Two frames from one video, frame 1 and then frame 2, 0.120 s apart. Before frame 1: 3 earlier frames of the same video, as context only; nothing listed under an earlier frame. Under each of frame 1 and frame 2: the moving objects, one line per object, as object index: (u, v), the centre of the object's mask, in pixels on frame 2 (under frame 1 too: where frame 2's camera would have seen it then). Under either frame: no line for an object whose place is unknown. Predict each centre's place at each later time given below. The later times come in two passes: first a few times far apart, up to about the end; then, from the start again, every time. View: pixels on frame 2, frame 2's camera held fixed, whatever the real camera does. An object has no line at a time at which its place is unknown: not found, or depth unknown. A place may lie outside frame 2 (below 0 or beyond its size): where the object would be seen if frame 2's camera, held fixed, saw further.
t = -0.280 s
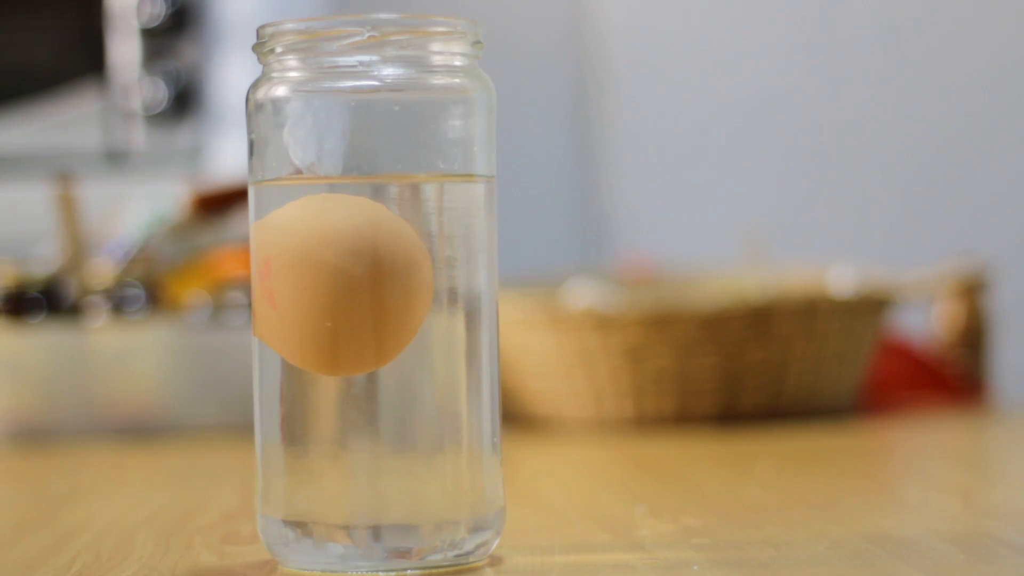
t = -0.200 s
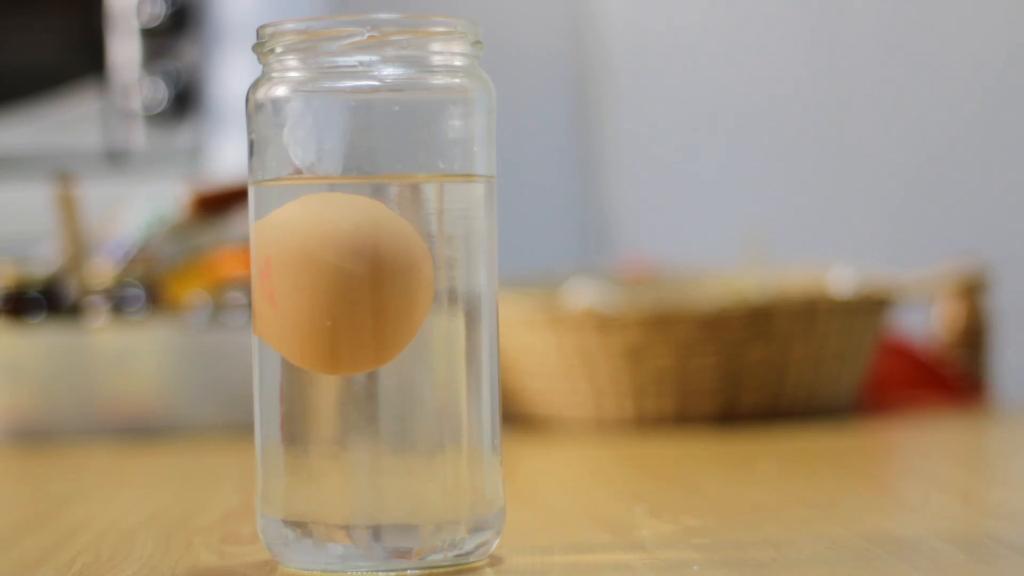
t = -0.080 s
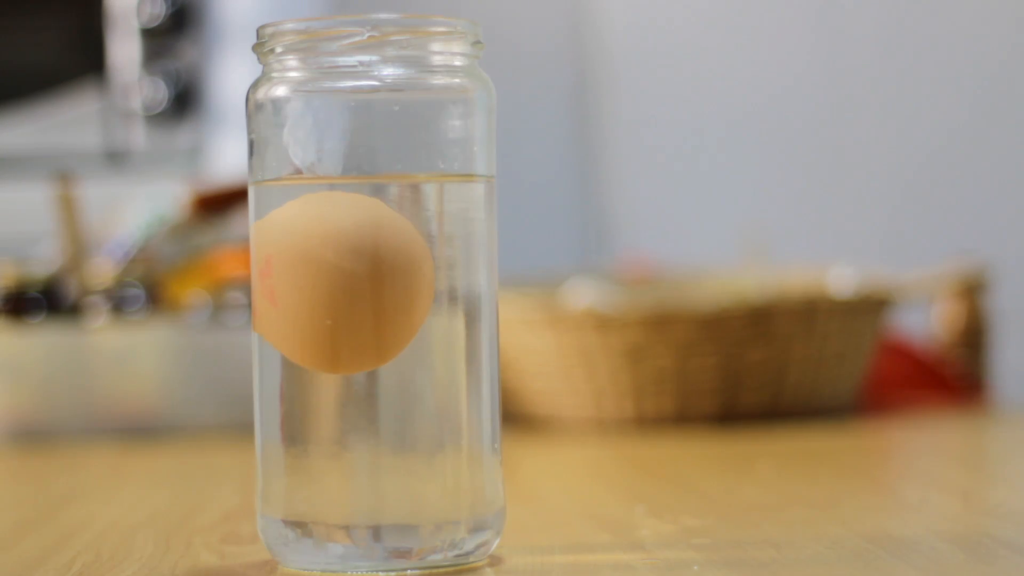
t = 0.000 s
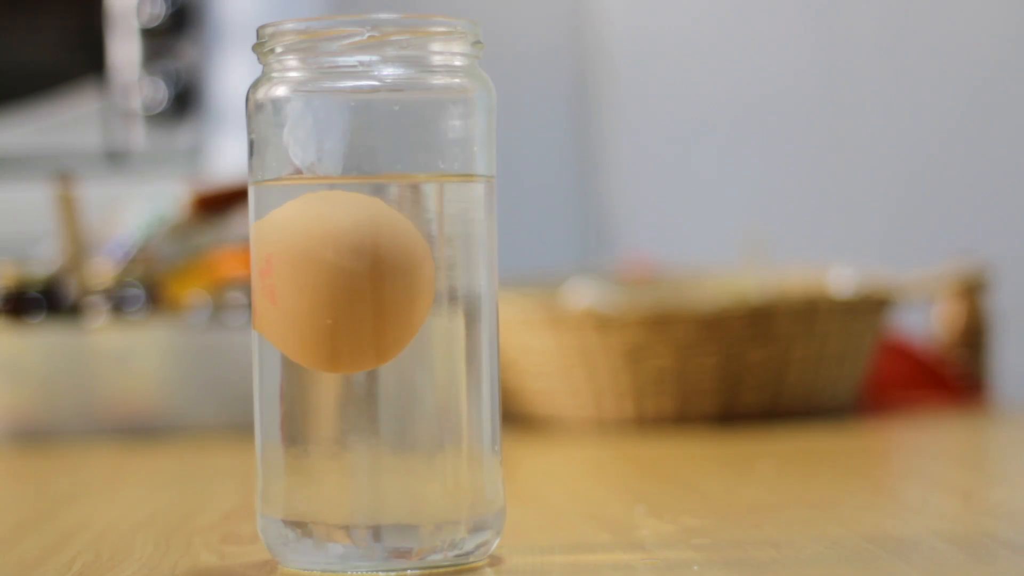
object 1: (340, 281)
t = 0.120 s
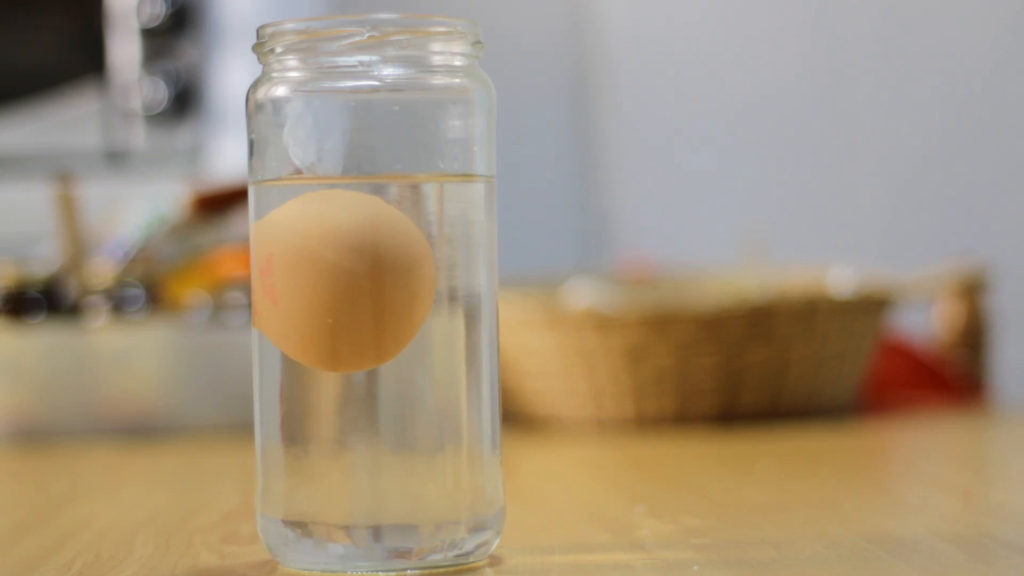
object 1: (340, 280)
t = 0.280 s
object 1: (341, 279)
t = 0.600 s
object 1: (344, 278)
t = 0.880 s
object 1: (346, 278)
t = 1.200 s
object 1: (349, 279)
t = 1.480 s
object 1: (351, 281)
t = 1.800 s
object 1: (355, 284)
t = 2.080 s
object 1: (358, 287)
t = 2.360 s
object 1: (361, 289)
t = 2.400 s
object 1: (361, 289)
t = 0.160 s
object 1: (341, 280)
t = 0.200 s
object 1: (341, 279)
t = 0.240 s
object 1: (341, 279)
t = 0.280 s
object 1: (341, 279)
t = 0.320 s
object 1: (341, 279)
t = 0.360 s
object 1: (342, 278)
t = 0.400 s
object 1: (342, 278)
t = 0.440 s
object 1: (342, 278)
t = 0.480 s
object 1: (343, 278)
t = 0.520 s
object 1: (343, 278)
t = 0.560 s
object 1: (343, 278)
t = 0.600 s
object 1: (344, 278)
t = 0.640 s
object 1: (344, 277)
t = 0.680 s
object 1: (344, 277)
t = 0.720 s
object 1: (344, 277)
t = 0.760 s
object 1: (345, 277)
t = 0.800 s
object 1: (345, 277)
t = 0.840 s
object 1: (345, 278)
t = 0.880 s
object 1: (346, 278)
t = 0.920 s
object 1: (346, 278)
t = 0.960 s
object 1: (346, 278)
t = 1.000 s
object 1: (347, 278)
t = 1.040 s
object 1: (347, 278)
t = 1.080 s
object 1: (348, 278)
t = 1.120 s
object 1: (348, 279)
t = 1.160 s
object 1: (348, 279)
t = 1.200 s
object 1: (349, 279)
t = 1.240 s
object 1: (349, 279)
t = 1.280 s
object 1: (349, 280)
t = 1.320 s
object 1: (350, 280)
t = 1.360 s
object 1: (350, 280)
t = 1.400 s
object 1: (351, 281)
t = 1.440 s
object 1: (351, 281)
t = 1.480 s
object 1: (351, 281)
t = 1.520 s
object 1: (352, 282)
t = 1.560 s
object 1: (352, 282)
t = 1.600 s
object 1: (353, 282)
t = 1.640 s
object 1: (353, 283)
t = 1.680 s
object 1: (353, 283)
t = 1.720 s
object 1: (354, 283)
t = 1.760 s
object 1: (354, 284)
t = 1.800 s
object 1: (355, 284)
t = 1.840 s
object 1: (355, 285)
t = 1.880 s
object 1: (356, 285)
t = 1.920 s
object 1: (356, 285)
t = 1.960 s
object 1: (356, 286)
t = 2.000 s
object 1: (357, 286)
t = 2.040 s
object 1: (357, 286)
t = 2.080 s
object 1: (358, 287)
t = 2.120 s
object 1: (358, 287)
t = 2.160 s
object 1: (359, 287)
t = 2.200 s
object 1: (359, 288)
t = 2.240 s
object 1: (359, 288)
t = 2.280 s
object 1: (360, 289)
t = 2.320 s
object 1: (360, 289)
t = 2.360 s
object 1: (361, 289)
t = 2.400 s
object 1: (361, 289)
